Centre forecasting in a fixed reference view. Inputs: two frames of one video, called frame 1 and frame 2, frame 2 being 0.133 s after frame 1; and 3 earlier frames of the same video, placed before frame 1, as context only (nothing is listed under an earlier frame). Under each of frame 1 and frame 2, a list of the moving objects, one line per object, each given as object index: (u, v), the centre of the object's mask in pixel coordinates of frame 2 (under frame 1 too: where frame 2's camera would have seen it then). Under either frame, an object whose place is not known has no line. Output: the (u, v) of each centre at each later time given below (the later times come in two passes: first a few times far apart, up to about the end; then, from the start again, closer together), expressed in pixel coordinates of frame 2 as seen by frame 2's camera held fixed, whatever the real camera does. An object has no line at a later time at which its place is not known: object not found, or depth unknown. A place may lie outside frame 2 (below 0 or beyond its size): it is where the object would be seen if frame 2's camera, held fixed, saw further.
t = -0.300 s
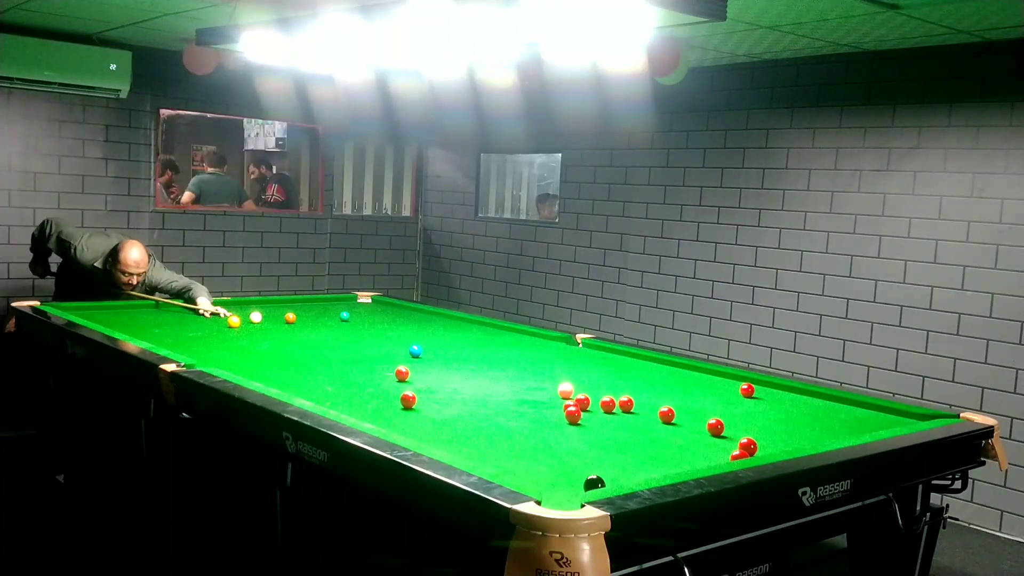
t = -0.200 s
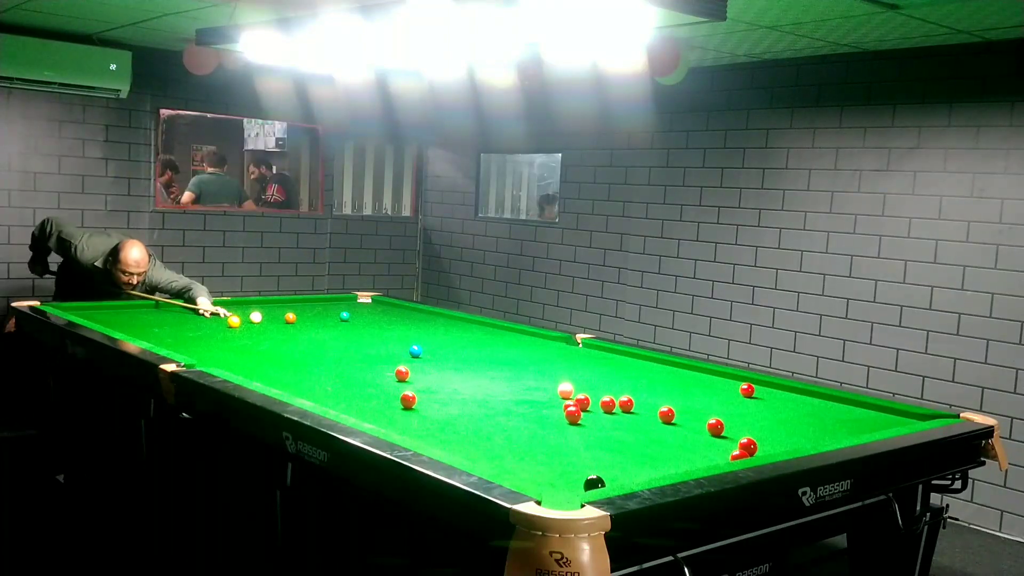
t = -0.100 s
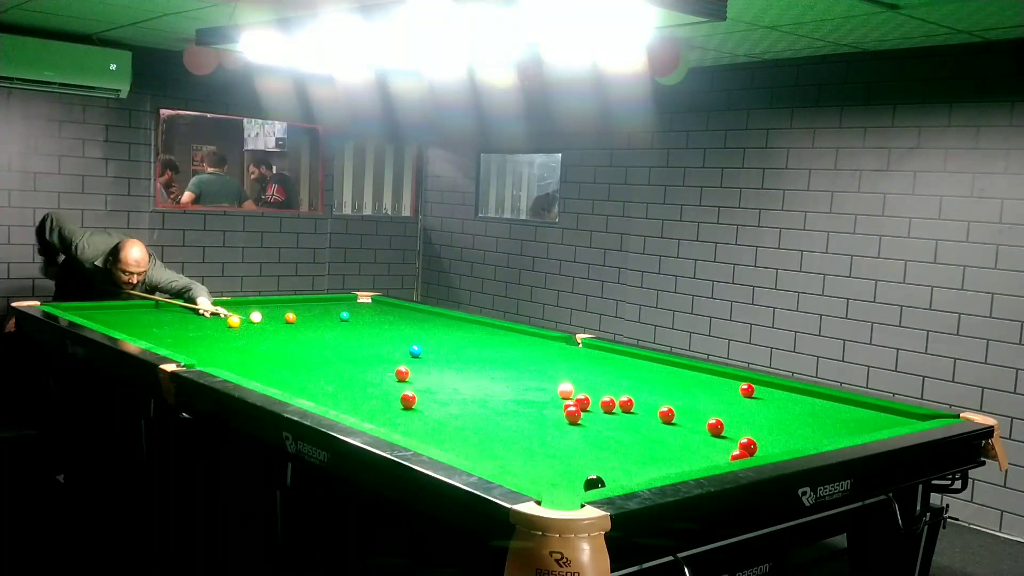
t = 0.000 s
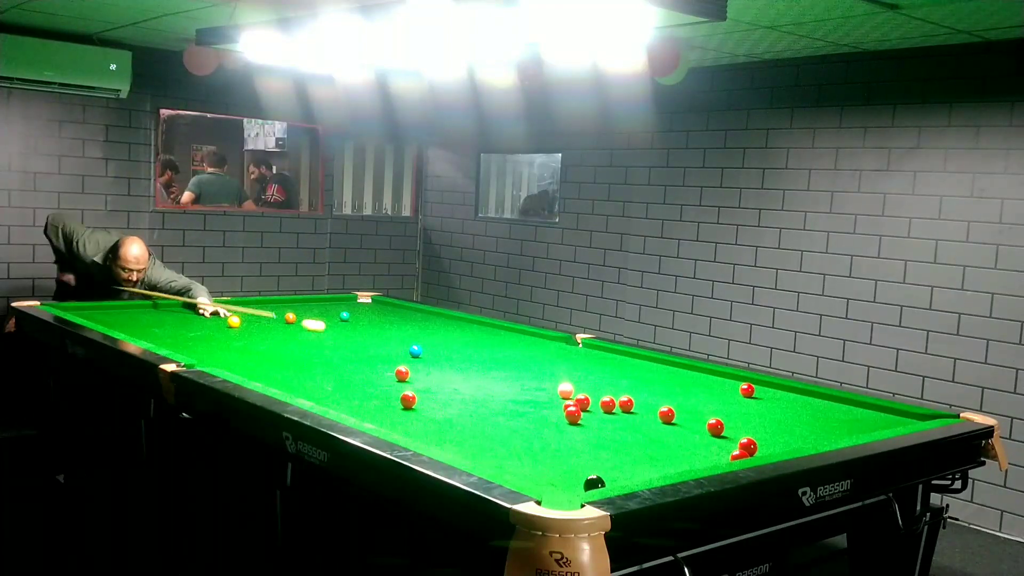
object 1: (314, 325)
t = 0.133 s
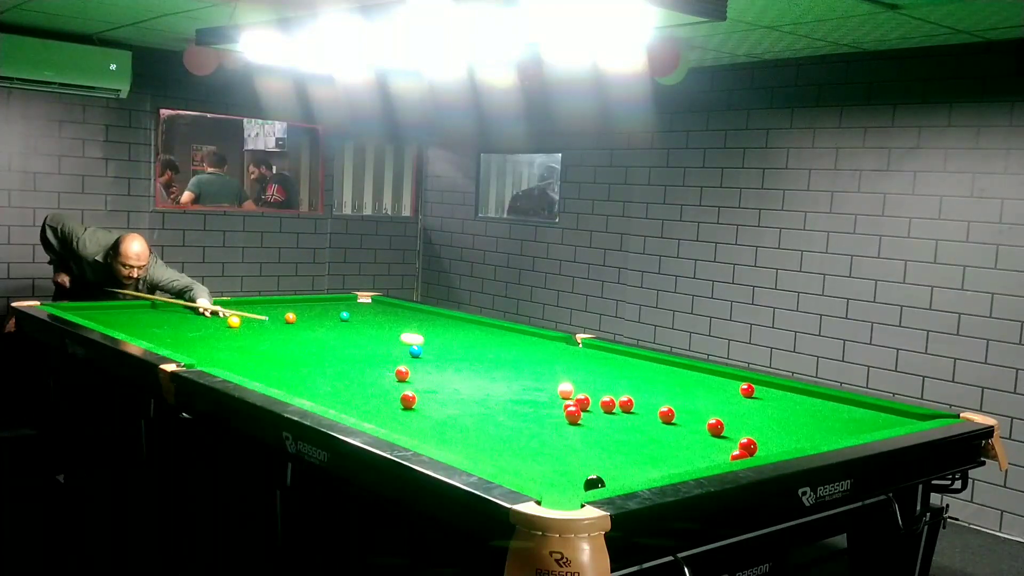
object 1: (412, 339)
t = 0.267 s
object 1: (513, 353)
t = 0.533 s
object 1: (724, 386)
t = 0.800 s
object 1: (730, 389)
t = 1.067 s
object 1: (726, 391)
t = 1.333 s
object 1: (723, 392)
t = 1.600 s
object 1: (720, 392)
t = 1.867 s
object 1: (719, 393)
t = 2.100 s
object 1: (718, 394)
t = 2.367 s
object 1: (718, 394)
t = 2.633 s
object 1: (717, 394)
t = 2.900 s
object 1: (718, 394)
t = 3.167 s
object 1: (718, 393)
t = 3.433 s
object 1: (718, 394)
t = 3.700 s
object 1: (718, 394)
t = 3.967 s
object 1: (717, 394)
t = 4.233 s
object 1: (718, 394)
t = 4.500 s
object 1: (718, 394)
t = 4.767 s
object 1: (718, 394)
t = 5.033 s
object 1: (718, 394)
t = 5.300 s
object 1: (718, 394)
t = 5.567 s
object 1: (718, 394)
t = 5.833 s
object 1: (718, 394)
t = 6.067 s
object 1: (718, 394)
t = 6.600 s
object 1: (718, 394)
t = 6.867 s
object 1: (718, 394)
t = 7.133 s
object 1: (718, 394)
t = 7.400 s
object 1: (718, 394)
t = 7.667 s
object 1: (717, 394)
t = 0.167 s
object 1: (437, 342)
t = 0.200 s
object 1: (463, 346)
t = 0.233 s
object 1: (487, 350)
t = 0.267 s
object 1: (513, 353)
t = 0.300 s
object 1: (539, 357)
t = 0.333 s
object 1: (564, 361)
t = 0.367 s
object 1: (590, 365)
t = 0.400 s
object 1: (617, 369)
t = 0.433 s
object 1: (643, 374)
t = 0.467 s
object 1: (670, 378)
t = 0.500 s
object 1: (697, 382)
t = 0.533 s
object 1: (724, 386)
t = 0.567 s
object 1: (733, 388)
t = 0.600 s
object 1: (733, 389)
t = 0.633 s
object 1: (732, 389)
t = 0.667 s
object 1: (732, 389)
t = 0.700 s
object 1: (731, 389)
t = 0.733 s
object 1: (731, 389)
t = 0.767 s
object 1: (730, 389)
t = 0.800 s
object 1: (730, 389)
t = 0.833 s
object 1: (729, 390)
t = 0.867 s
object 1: (729, 390)
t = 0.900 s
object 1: (728, 390)
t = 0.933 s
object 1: (728, 390)
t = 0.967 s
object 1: (727, 390)
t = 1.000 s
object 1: (727, 391)
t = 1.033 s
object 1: (727, 390)
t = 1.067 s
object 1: (726, 391)
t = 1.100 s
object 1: (726, 391)
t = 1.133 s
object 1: (725, 391)
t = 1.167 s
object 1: (725, 391)
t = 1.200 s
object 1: (724, 391)
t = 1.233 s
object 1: (724, 391)
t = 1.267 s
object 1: (724, 392)
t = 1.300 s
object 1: (723, 392)
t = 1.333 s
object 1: (723, 392)
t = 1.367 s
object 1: (723, 392)
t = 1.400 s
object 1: (722, 392)
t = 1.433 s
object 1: (722, 392)
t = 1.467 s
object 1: (722, 392)
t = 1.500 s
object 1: (721, 392)
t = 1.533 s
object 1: (721, 392)
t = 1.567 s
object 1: (721, 392)
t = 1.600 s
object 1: (720, 392)
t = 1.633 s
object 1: (720, 393)
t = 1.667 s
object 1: (720, 393)
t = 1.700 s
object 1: (720, 393)
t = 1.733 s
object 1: (720, 393)
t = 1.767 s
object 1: (719, 393)
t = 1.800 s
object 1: (719, 393)
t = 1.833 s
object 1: (719, 393)
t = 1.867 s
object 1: (719, 393)
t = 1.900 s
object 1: (719, 393)
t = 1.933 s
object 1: (718, 393)
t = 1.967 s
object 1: (718, 393)
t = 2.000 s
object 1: (718, 393)
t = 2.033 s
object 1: (718, 393)
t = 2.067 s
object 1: (718, 393)
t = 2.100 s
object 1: (718, 394)
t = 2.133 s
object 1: (717, 394)
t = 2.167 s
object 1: (717, 394)
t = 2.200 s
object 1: (717, 394)
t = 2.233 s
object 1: (717, 394)
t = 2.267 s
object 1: (718, 394)
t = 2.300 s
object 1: (718, 394)
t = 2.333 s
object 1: (717, 394)
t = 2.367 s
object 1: (718, 394)
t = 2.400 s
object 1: (718, 394)
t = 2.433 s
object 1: (718, 394)
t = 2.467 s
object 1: (718, 394)
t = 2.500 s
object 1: (718, 394)
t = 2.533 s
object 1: (718, 394)
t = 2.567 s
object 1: (718, 394)
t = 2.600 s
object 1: (718, 394)
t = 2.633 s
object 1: (717, 394)
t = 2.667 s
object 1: (718, 394)
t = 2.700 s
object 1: (718, 394)
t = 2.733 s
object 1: (717, 394)
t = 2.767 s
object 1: (718, 394)
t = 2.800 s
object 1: (718, 394)
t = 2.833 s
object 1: (718, 394)
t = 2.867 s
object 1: (718, 394)
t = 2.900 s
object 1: (718, 394)
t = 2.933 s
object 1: (718, 394)
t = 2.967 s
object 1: (718, 394)
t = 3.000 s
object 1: (718, 394)
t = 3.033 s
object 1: (718, 394)
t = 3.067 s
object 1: (718, 393)
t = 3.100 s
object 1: (718, 394)
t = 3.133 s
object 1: (717, 394)
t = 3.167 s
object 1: (718, 393)
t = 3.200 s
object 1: (718, 394)
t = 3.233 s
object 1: (717, 394)
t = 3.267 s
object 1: (718, 394)
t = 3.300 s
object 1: (718, 394)
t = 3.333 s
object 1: (717, 394)
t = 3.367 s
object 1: (718, 394)
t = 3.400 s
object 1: (718, 394)
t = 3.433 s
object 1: (718, 394)
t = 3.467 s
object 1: (718, 394)
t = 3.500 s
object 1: (718, 394)
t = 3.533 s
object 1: (718, 394)
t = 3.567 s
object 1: (718, 394)
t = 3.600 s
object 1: (718, 394)
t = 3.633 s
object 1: (718, 394)
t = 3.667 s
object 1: (718, 394)
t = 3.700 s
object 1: (718, 394)
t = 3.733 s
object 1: (717, 394)
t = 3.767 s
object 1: (718, 394)
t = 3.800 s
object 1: (718, 394)
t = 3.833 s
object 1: (718, 394)
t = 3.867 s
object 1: (717, 394)
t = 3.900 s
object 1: (718, 394)
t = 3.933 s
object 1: (718, 394)
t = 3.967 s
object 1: (717, 394)
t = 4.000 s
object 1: (717, 394)
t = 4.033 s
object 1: (718, 394)
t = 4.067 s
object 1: (718, 394)
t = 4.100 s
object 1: (717, 394)
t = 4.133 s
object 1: (717, 394)
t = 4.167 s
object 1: (718, 394)
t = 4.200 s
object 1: (718, 394)
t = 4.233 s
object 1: (718, 394)
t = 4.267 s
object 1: (718, 394)
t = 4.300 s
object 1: (717, 394)
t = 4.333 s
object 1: (718, 394)
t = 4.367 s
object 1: (717, 394)
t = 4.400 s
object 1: (717, 394)
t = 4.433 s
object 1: (718, 394)
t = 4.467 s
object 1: (718, 394)
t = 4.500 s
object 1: (718, 394)
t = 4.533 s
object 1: (717, 394)
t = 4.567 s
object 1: (718, 394)
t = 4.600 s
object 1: (718, 394)
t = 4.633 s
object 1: (718, 394)
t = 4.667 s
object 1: (718, 394)
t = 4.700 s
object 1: (718, 394)
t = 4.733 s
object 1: (718, 394)
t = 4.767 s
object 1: (718, 394)
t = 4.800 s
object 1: (718, 394)
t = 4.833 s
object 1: (718, 394)
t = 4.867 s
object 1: (718, 394)
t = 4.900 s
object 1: (718, 394)
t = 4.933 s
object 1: (718, 394)
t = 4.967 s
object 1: (718, 394)
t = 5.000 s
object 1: (718, 394)
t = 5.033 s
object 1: (718, 394)
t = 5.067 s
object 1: (718, 394)
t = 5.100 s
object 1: (718, 394)
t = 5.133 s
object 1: (718, 394)
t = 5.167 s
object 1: (718, 394)
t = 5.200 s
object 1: (718, 394)
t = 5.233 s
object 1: (718, 394)
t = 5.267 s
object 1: (718, 394)
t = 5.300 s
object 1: (718, 394)
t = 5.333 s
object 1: (718, 394)
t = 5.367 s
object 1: (718, 394)
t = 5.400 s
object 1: (718, 394)
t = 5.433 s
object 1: (718, 394)
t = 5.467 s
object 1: (718, 394)
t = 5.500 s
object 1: (718, 394)
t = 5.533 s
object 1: (718, 394)
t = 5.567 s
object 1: (718, 394)
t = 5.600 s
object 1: (718, 394)
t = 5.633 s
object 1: (718, 394)
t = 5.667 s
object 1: (718, 394)
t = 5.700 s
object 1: (718, 394)
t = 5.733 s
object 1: (718, 394)
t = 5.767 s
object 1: (718, 394)
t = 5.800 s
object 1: (718, 394)
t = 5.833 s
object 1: (718, 394)
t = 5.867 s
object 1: (718, 394)
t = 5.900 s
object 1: (718, 394)
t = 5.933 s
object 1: (718, 394)
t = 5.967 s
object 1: (718, 394)
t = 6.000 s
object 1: (718, 394)
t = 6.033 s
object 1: (718, 394)
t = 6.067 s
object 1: (718, 394)
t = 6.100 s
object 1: (718, 394)
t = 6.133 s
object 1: (718, 394)
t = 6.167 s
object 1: (718, 394)
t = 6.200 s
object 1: (718, 394)
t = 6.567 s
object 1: (714, 392)
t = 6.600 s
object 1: (718, 394)
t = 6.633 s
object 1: (718, 394)
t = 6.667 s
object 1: (718, 394)
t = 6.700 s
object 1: (718, 394)
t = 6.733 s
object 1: (718, 394)
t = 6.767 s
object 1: (718, 394)
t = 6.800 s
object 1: (718, 394)
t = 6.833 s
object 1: (718, 394)
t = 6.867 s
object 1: (718, 394)
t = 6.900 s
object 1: (718, 394)
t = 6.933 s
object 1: (718, 394)
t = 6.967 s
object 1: (718, 394)
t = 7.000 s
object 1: (718, 394)
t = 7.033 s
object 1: (718, 394)
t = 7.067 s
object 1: (718, 394)
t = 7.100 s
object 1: (718, 394)
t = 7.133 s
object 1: (718, 394)
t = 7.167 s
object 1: (718, 394)
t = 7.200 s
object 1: (718, 394)
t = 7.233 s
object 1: (718, 394)
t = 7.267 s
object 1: (718, 394)
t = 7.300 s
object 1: (718, 394)
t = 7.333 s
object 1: (718, 394)
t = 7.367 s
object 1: (718, 394)
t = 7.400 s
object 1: (718, 394)
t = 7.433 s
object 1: (718, 394)
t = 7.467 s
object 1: (718, 394)
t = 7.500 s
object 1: (718, 394)
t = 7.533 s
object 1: (718, 394)
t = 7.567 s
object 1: (718, 394)
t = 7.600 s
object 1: (718, 394)
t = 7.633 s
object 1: (718, 394)
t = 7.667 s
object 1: (717, 394)
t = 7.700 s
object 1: (718, 394)
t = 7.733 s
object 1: (718, 394)
